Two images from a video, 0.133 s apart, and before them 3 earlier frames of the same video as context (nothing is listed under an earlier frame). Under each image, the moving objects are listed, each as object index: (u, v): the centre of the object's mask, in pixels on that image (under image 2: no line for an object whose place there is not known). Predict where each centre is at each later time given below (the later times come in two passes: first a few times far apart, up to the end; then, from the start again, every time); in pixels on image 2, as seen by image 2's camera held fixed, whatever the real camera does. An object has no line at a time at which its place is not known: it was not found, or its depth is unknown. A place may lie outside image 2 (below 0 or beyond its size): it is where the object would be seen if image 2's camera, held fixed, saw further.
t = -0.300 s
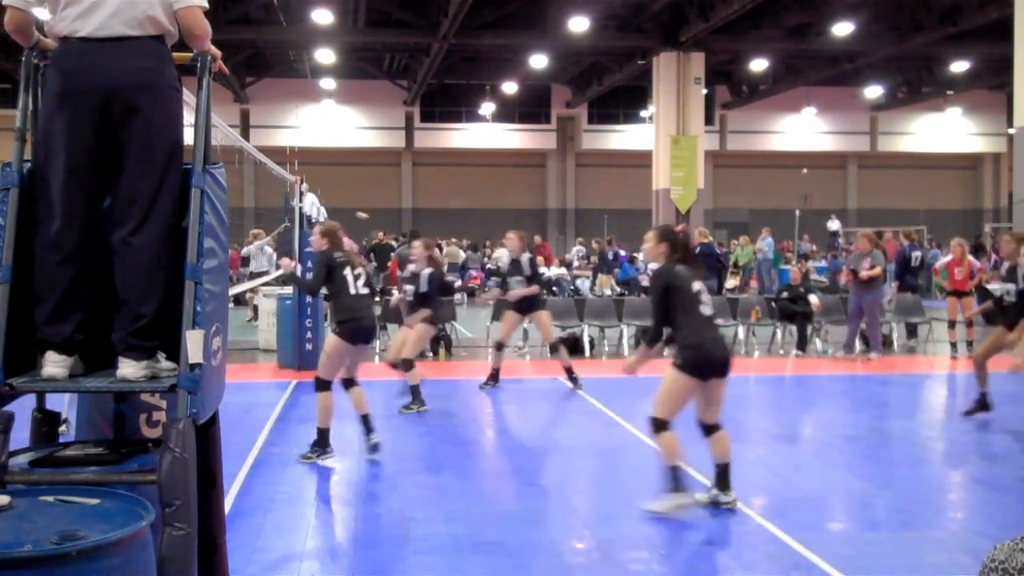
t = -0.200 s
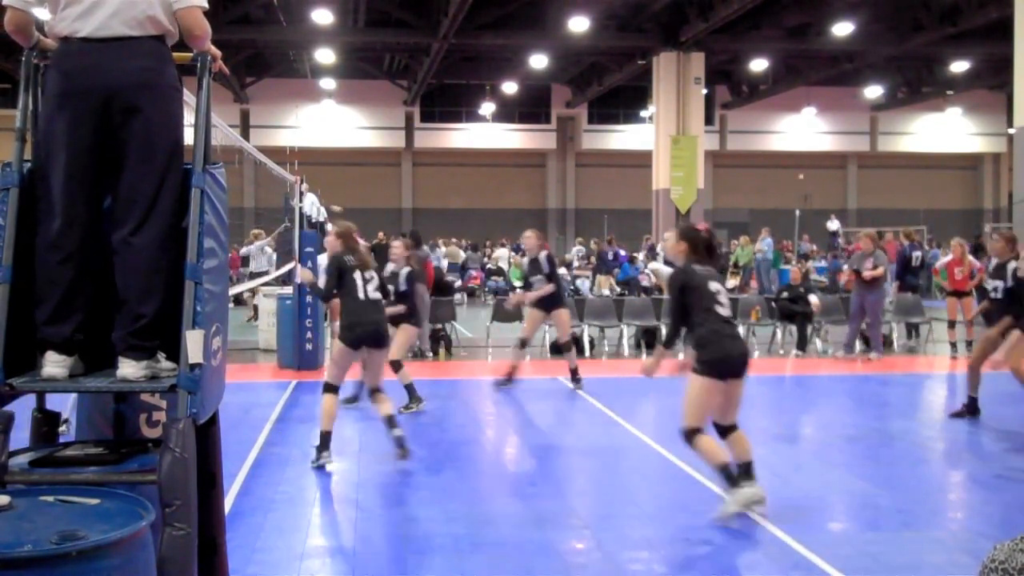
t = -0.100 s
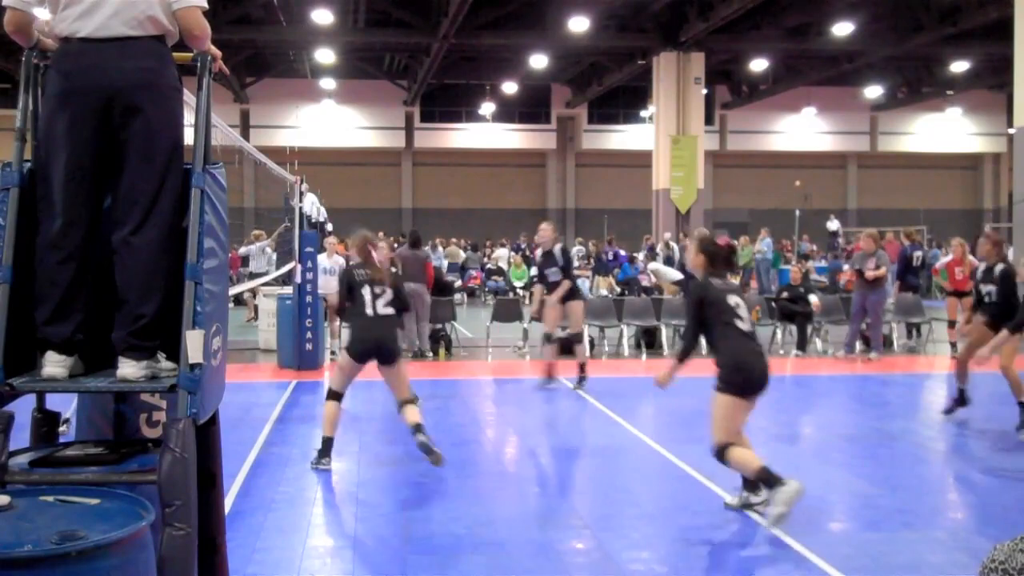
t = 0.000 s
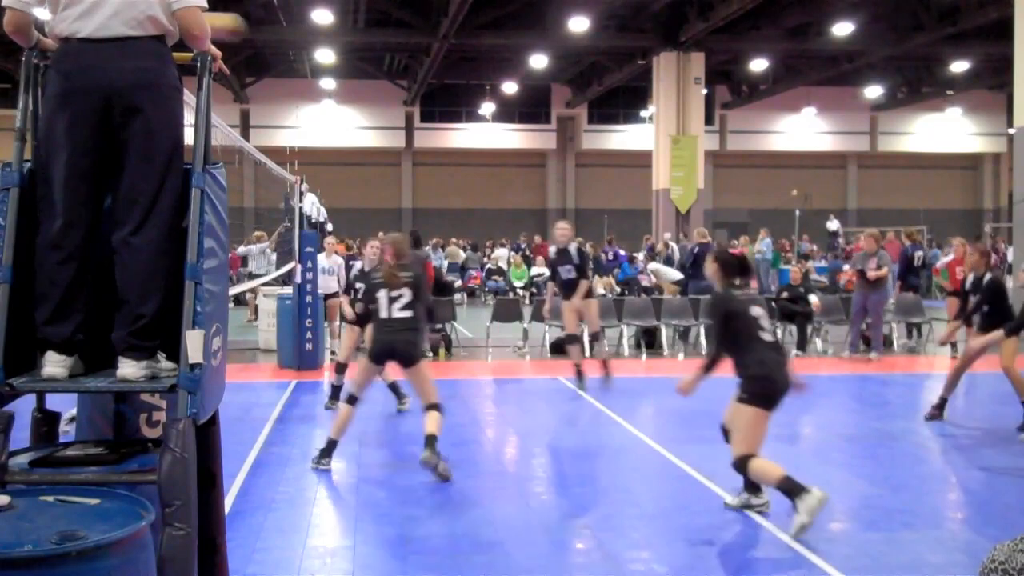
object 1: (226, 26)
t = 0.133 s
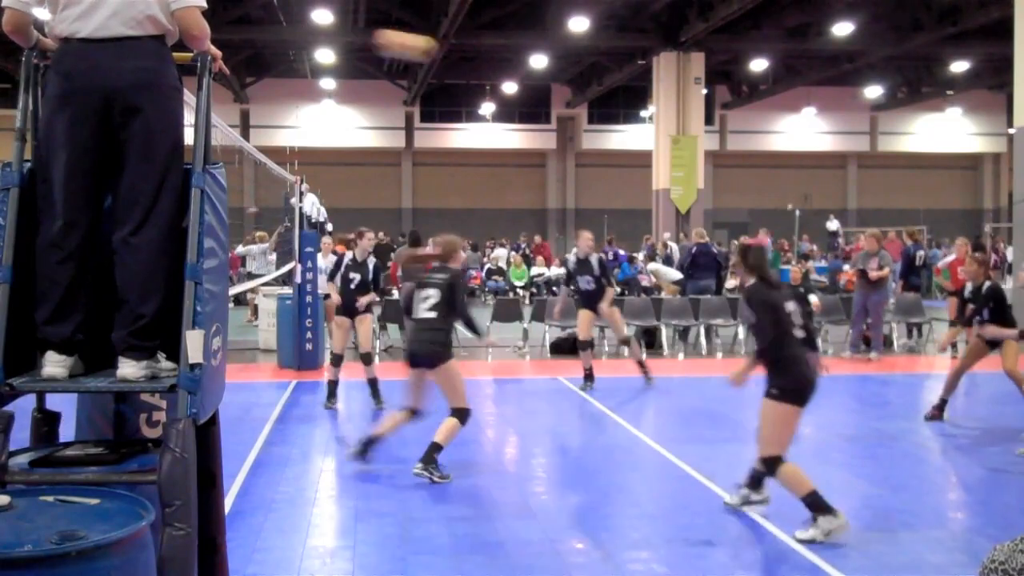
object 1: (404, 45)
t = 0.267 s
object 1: (584, 88)
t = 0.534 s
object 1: (894, 229)
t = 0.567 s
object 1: (932, 255)
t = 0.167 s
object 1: (451, 54)
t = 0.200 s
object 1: (493, 63)
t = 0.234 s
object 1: (542, 77)
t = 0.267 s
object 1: (584, 88)
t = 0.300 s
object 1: (622, 100)
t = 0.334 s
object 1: (669, 113)
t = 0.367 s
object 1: (705, 130)
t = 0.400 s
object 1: (746, 151)
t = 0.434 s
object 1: (786, 169)
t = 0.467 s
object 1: (824, 189)
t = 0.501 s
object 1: (860, 209)
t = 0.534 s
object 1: (894, 229)
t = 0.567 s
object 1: (932, 255)
